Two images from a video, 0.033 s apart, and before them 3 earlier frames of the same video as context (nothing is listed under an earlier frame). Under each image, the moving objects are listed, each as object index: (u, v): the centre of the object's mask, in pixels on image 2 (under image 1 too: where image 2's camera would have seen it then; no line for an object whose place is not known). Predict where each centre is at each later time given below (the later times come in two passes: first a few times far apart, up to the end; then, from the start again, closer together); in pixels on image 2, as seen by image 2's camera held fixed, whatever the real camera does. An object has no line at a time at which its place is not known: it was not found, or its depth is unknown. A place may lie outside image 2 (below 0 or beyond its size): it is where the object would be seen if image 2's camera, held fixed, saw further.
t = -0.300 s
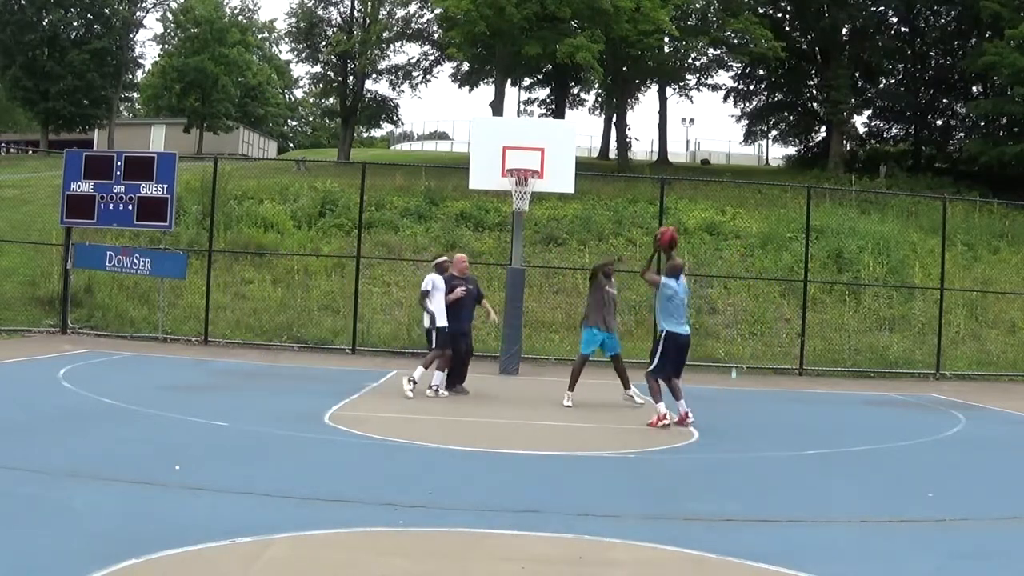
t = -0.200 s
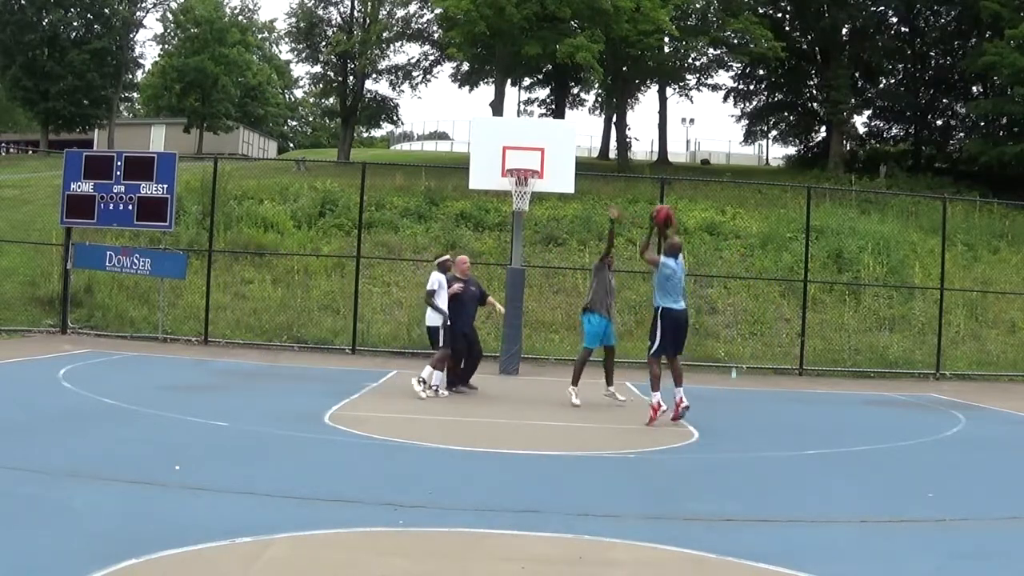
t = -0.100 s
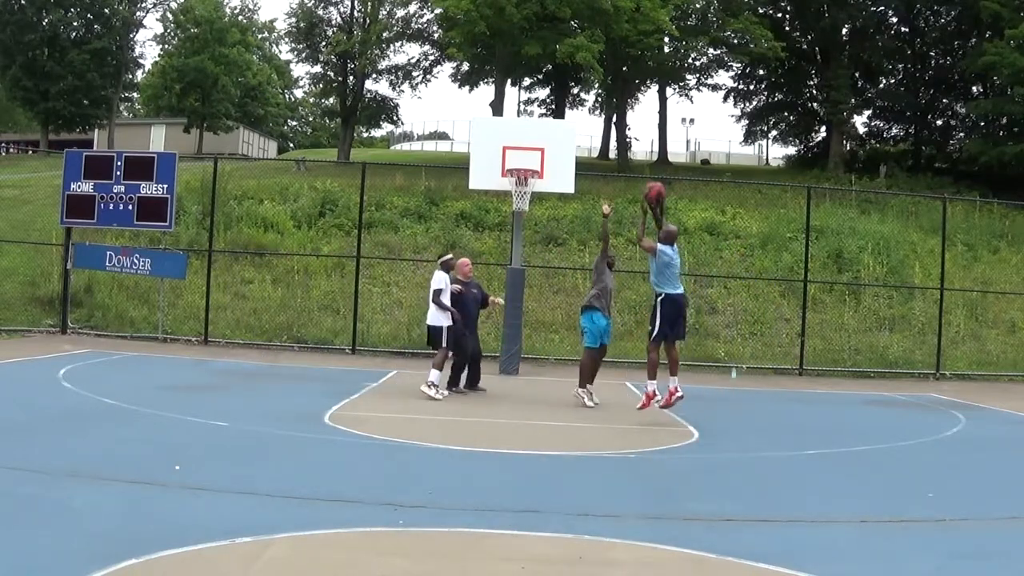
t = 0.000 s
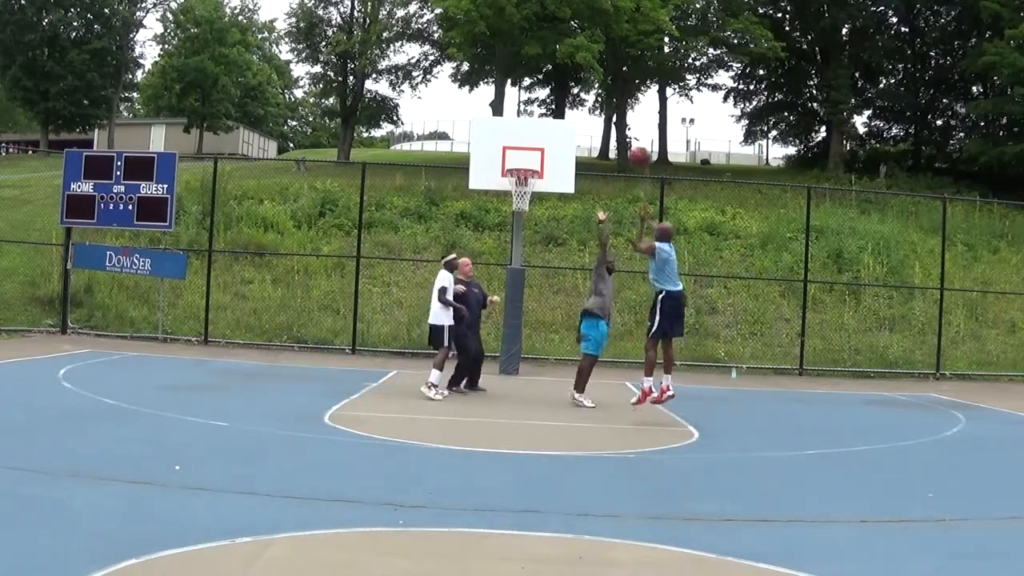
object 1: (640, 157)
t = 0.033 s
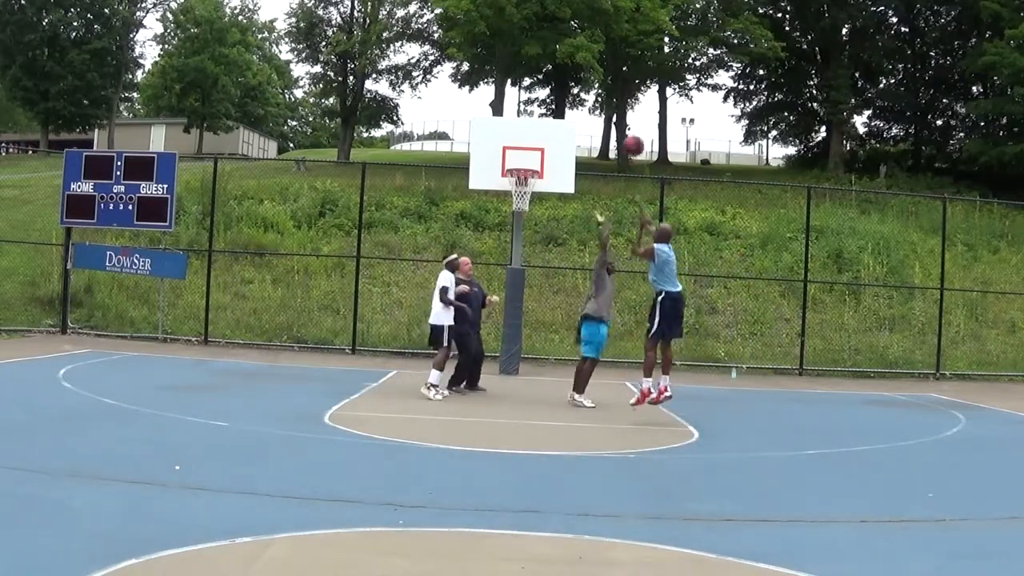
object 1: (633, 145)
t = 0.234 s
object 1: (600, 106)
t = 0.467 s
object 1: (567, 101)
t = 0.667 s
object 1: (539, 131)
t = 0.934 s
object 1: (526, 198)
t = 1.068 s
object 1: (533, 235)
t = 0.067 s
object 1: (628, 135)
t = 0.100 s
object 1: (622, 127)
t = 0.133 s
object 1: (615, 118)
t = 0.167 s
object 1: (611, 111)
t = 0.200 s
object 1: (606, 108)
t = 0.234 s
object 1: (600, 106)
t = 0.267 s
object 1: (596, 102)
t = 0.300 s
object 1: (591, 99)
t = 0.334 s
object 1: (585, 98)
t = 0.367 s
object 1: (581, 98)
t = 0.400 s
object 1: (575, 98)
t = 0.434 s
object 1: (570, 100)
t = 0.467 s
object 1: (567, 101)
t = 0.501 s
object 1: (562, 104)
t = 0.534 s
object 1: (557, 110)
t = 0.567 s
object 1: (553, 113)
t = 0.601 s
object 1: (548, 119)
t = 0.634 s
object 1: (544, 124)
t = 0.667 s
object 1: (539, 131)
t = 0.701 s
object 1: (535, 138)
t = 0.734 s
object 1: (531, 146)
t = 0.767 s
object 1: (527, 154)
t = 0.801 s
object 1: (522, 162)
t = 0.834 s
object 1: (518, 172)
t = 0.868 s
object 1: (522, 182)
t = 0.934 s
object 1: (526, 198)
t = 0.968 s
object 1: (525, 210)
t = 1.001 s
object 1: (529, 214)
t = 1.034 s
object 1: (531, 224)
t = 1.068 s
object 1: (533, 235)
